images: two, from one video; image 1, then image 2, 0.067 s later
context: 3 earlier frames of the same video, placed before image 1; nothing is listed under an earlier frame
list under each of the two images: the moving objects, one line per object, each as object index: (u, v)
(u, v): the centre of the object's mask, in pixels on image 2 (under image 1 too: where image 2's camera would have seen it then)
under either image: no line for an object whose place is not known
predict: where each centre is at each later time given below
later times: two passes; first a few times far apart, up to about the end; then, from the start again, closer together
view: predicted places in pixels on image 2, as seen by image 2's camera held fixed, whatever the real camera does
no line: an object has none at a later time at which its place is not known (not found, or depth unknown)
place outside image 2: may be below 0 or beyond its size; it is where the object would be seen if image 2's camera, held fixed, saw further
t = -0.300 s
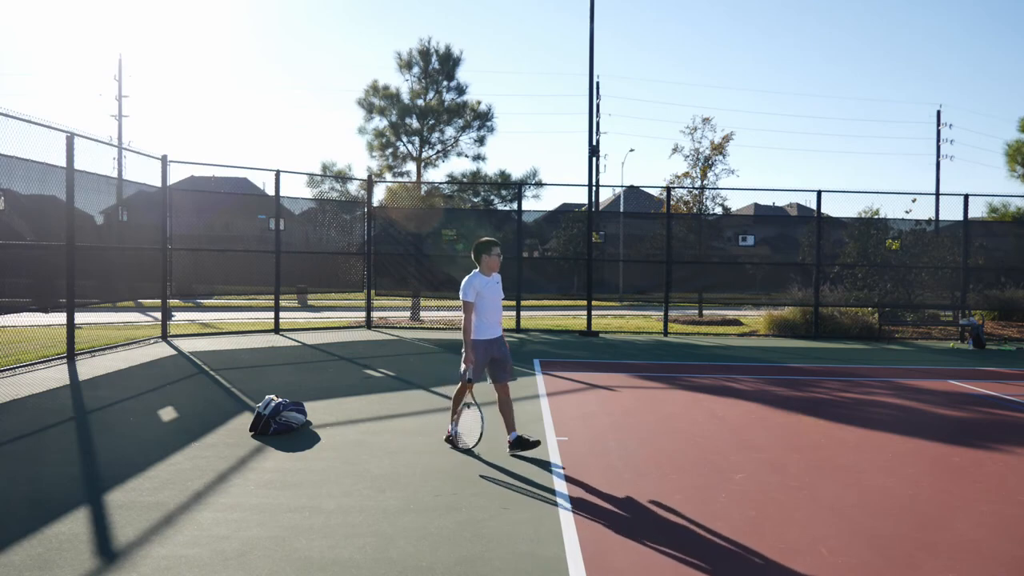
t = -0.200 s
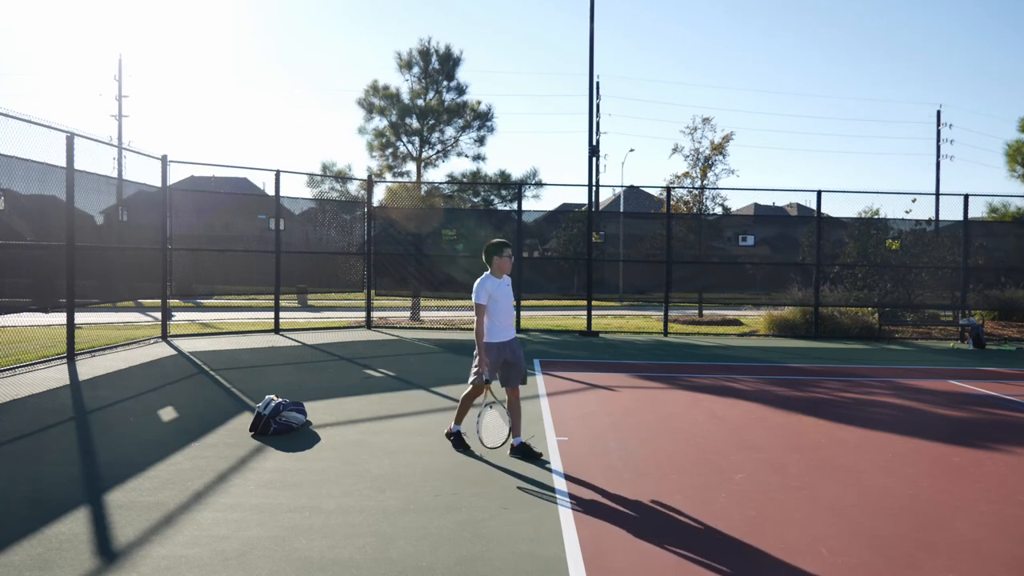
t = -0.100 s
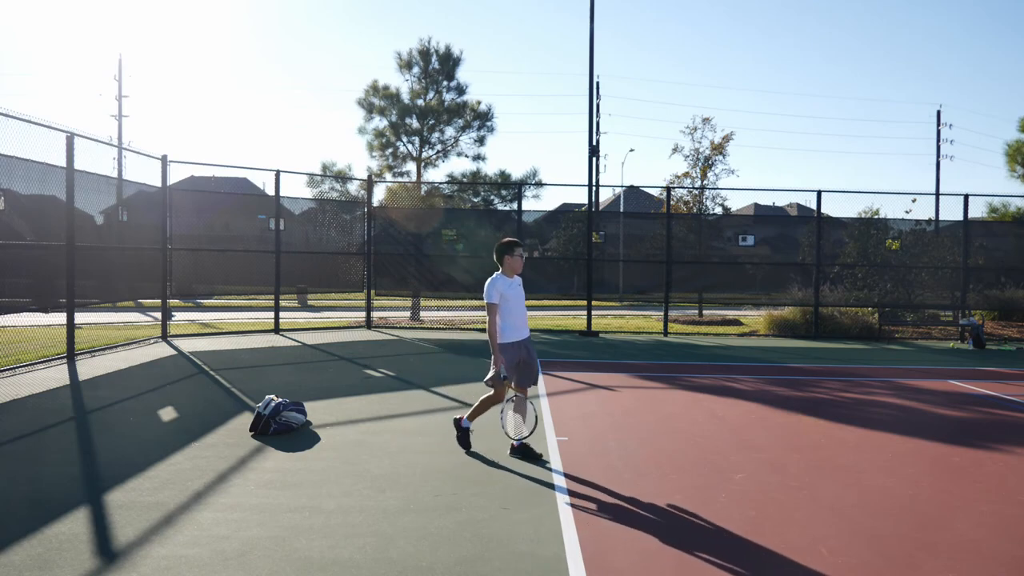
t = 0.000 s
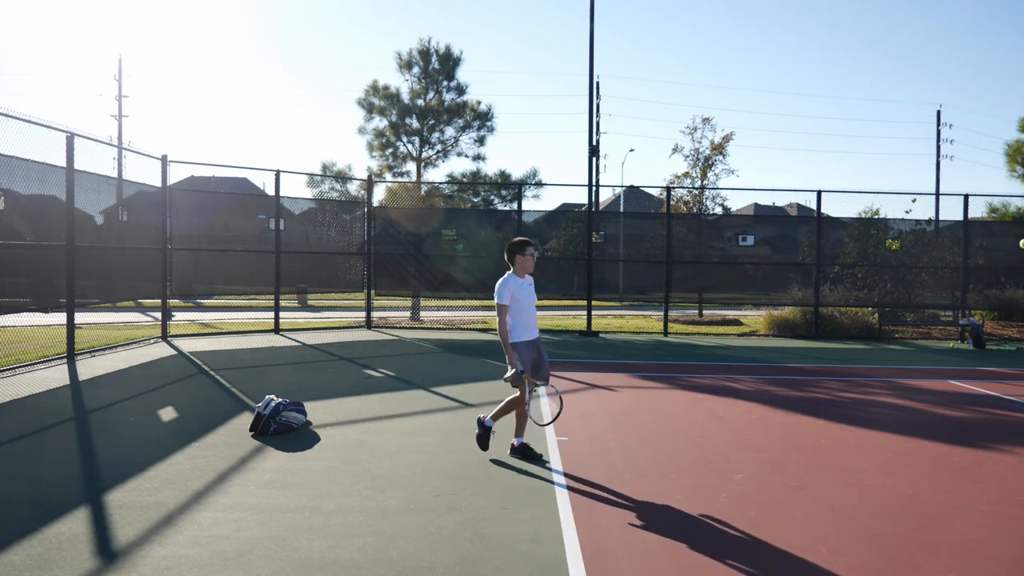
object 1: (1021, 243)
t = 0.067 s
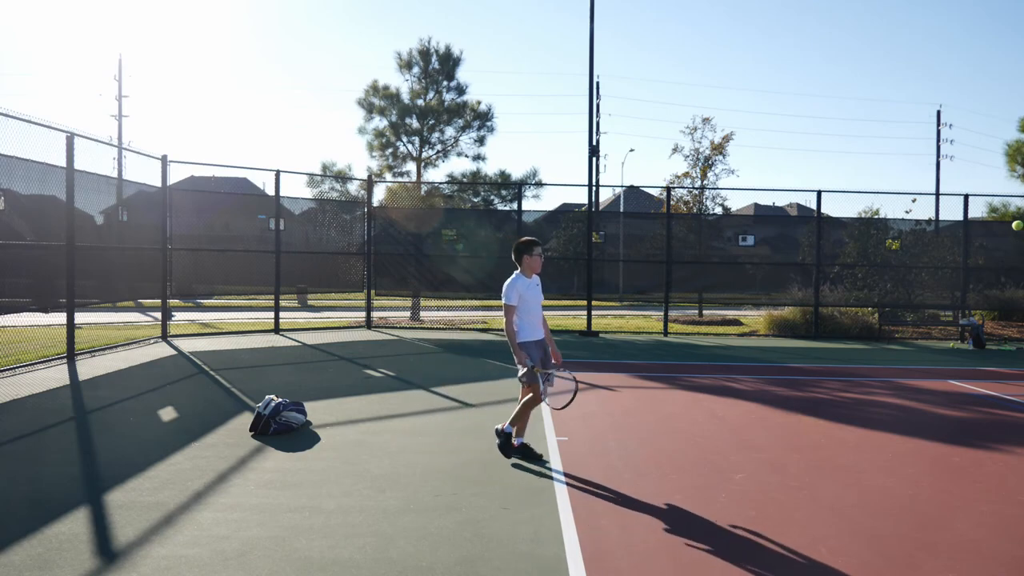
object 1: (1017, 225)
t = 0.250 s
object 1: (995, 206)
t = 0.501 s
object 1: (962, 250)
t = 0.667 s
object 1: (939, 328)
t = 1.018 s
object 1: (888, 383)
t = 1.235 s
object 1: (856, 312)
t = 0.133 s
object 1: (1009, 213)
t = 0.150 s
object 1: (1007, 211)
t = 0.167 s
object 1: (1005, 209)
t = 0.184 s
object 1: (1003, 208)
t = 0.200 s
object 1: (1002, 207)
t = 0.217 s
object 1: (999, 206)
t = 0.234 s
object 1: (997, 206)
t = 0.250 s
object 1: (995, 206)
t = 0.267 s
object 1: (993, 207)
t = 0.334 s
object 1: (985, 211)
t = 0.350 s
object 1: (983, 214)
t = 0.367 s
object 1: (980, 216)
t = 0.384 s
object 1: (977, 219)
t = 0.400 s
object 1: (975, 222)
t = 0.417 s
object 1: (973, 226)
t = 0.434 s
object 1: (971, 230)
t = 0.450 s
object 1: (969, 234)
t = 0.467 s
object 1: (966, 239)
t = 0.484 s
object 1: (964, 245)
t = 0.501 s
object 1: (962, 250)
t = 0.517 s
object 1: (960, 256)
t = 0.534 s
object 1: (958, 263)
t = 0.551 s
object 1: (955, 269)
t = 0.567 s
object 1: (953, 277)
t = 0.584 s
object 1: (951, 284)
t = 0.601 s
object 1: (948, 292)
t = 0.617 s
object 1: (946, 301)
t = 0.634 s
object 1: (944, 309)
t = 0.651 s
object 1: (941, 318)
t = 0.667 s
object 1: (939, 328)
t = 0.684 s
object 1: (936, 338)
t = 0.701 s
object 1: (934, 348)
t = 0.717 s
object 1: (931, 359)
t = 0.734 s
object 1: (929, 370)
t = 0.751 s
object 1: (927, 381)
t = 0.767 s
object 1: (924, 392)
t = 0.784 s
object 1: (922, 404)
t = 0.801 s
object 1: (919, 417)
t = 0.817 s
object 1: (916, 430)
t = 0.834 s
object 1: (914, 443)
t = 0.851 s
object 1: (911, 456)
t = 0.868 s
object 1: (909, 467)
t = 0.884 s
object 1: (907, 456)
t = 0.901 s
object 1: (905, 446)
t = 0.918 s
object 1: (902, 436)
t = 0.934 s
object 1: (900, 426)
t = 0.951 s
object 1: (898, 417)
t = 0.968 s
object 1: (895, 408)
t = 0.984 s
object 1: (894, 399)
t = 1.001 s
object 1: (891, 391)
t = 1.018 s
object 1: (888, 383)
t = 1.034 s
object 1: (886, 375)
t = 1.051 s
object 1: (883, 368)
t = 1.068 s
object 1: (881, 361)
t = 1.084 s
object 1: (879, 354)
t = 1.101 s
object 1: (876, 348)
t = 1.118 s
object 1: (874, 343)
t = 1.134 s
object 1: (871, 337)
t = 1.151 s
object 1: (869, 332)
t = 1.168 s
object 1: (866, 327)
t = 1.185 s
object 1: (863, 323)
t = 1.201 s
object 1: (861, 319)
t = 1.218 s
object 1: (858, 315)
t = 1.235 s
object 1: (856, 312)
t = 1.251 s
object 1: (853, 309)
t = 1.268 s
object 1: (850, 307)
